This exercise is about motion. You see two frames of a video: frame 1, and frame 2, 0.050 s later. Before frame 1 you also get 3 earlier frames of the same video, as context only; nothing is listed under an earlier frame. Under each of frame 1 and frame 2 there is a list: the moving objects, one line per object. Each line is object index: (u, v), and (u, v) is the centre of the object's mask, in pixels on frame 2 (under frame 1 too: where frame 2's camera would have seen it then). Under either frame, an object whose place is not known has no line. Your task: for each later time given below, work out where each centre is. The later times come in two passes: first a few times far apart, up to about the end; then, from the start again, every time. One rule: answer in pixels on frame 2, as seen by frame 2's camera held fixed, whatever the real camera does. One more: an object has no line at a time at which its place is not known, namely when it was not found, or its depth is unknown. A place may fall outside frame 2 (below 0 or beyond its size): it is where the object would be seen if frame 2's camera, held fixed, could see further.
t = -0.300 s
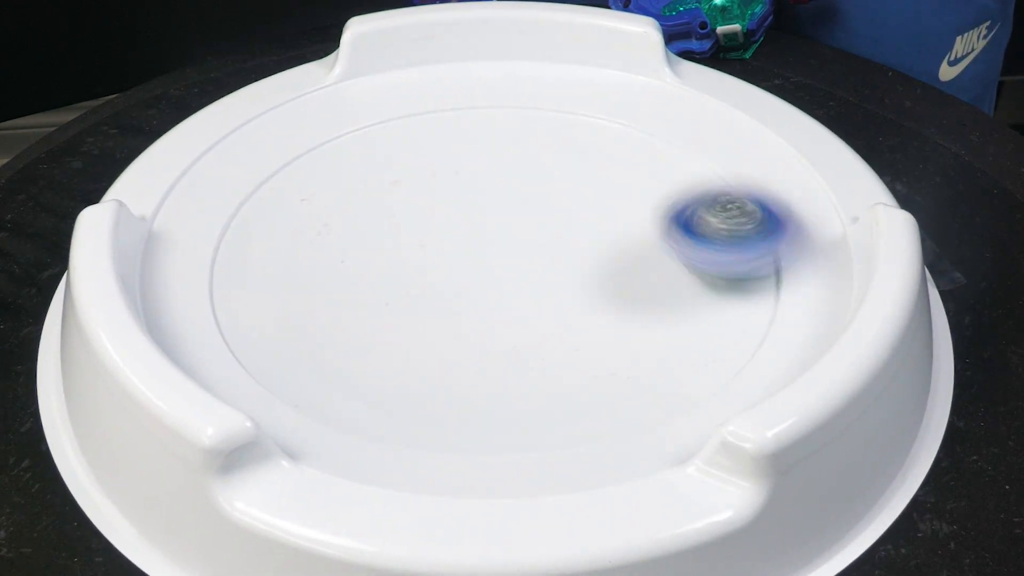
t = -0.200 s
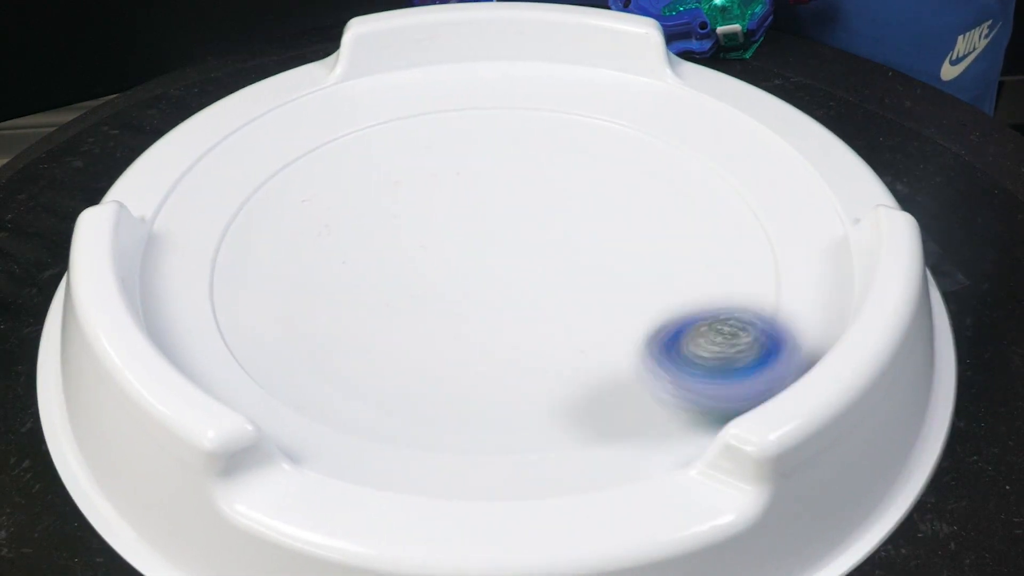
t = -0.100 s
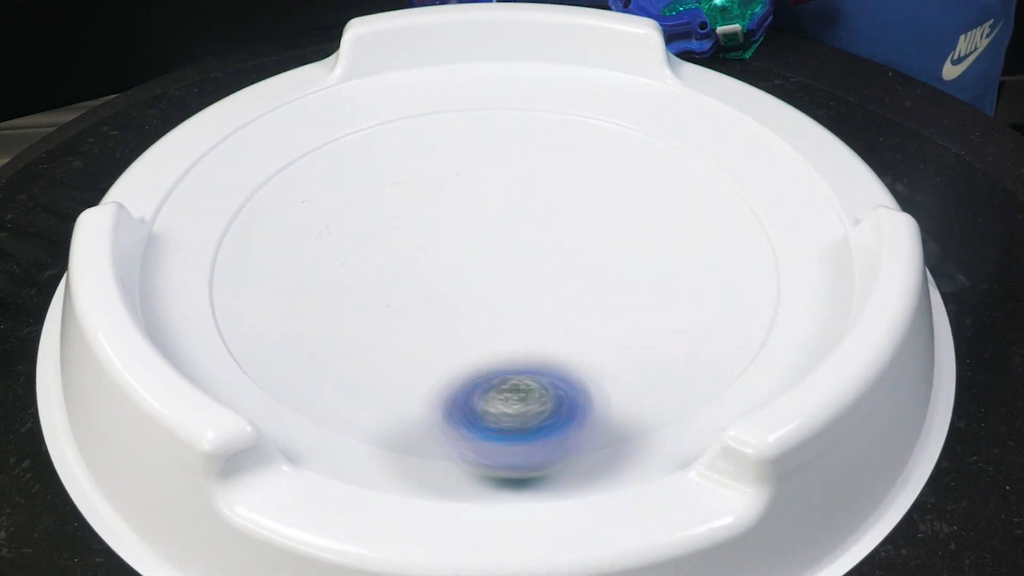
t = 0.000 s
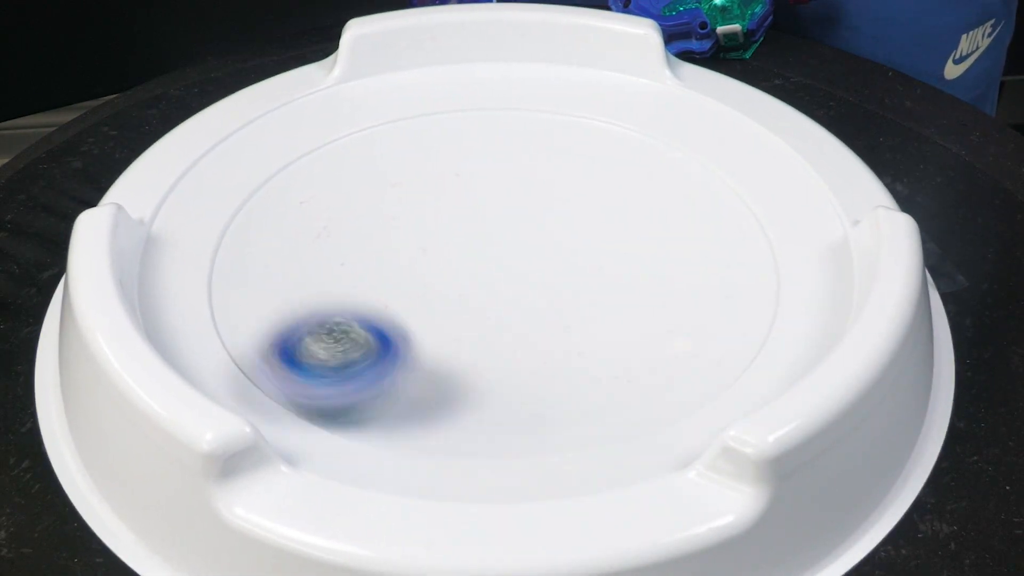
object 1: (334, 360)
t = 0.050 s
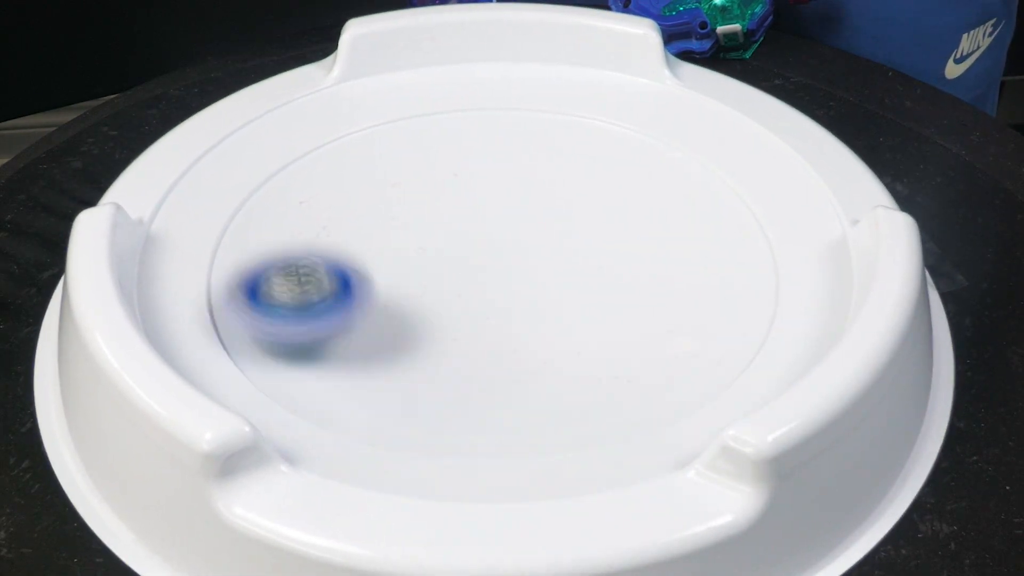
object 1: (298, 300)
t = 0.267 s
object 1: (582, 120)
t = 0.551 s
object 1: (549, 403)
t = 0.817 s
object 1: (390, 142)
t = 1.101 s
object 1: (770, 283)
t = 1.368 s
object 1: (201, 266)
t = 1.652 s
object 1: (628, 103)
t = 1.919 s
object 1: (528, 341)
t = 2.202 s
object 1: (358, 103)
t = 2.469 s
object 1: (659, 218)
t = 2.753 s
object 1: (279, 266)
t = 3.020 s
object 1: (471, 109)
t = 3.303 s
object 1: (537, 353)
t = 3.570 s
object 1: (233, 229)
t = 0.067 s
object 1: (298, 277)
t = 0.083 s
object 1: (301, 256)
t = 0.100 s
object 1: (313, 236)
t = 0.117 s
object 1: (326, 216)
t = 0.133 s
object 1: (346, 199)
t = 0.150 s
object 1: (367, 181)
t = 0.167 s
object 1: (394, 166)
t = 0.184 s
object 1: (420, 153)
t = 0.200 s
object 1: (451, 141)
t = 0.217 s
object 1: (483, 133)
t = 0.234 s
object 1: (516, 126)
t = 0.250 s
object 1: (550, 122)
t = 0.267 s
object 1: (582, 120)
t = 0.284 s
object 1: (615, 120)
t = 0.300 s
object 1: (646, 123)
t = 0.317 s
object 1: (676, 127)
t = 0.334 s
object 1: (704, 135)
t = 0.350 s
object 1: (724, 149)
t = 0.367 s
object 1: (748, 171)
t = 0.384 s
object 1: (760, 194)
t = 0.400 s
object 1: (772, 223)
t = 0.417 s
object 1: (775, 250)
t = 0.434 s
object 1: (766, 283)
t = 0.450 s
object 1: (751, 308)
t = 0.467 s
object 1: (728, 337)
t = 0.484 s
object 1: (701, 359)
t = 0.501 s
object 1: (666, 377)
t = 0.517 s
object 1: (629, 390)
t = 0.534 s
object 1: (588, 399)
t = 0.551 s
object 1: (549, 403)
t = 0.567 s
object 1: (509, 402)
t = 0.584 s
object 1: (469, 397)
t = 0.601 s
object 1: (435, 385)
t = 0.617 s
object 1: (404, 375)
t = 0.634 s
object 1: (376, 358)
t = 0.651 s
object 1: (352, 340)
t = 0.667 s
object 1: (333, 319)
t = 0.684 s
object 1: (321, 298)
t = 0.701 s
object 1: (313, 277)
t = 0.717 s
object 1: (311, 255)
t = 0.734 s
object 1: (314, 234)
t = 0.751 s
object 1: (321, 211)
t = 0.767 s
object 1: (333, 194)
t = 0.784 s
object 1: (348, 176)
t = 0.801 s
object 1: (368, 157)
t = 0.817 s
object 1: (390, 142)
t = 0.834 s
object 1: (413, 128)
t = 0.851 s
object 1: (439, 115)
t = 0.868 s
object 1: (466, 103)
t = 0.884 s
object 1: (494, 95)
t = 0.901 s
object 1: (521, 89)
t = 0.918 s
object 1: (550, 85)
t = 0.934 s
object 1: (581, 86)
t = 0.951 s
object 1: (611, 93)
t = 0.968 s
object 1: (644, 107)
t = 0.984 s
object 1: (676, 120)
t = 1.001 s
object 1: (704, 134)
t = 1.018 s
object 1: (727, 152)
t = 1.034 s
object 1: (749, 176)
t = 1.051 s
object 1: (767, 202)
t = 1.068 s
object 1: (772, 226)
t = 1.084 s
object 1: (776, 257)
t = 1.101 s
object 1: (770, 283)
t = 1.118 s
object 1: (755, 312)
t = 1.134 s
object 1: (733, 338)
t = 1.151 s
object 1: (703, 363)
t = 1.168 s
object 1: (666, 383)
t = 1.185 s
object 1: (617, 402)
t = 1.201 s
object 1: (572, 412)
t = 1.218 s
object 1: (521, 420)
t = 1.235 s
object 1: (468, 420)
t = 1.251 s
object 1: (409, 413)
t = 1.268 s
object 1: (359, 402)
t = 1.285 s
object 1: (313, 383)
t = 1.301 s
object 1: (278, 364)
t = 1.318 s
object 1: (245, 341)
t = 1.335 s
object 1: (222, 317)
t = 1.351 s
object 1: (206, 289)
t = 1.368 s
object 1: (201, 266)
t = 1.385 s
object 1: (202, 242)
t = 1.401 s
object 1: (209, 217)
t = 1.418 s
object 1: (223, 193)
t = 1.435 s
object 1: (240, 171)
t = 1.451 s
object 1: (260, 152)
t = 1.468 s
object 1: (285, 135)
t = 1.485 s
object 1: (312, 119)
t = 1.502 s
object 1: (343, 107)
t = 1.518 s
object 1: (374, 97)
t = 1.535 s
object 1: (406, 90)
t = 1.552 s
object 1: (437, 84)
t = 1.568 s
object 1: (471, 83)
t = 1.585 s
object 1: (505, 82)
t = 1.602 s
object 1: (538, 84)
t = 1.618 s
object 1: (570, 88)
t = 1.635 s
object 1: (602, 94)
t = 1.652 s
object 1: (628, 103)
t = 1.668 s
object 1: (657, 114)
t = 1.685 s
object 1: (678, 124)
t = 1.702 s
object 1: (696, 137)
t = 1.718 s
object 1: (710, 152)
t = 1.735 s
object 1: (723, 169)
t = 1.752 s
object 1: (727, 186)
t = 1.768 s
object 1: (724, 207)
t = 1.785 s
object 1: (719, 228)
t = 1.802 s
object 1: (708, 248)
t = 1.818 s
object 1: (694, 268)
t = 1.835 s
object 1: (672, 288)
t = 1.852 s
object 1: (650, 305)
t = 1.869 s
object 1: (622, 319)
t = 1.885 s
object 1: (593, 330)
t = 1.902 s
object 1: (561, 337)
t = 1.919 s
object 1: (528, 341)
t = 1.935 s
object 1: (494, 341)
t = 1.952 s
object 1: (459, 338)
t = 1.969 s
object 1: (431, 332)
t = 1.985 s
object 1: (401, 321)
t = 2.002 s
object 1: (376, 308)
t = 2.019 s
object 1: (353, 293)
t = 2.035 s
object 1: (334, 276)
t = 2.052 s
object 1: (321, 258)
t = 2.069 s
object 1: (310, 238)
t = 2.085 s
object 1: (304, 218)
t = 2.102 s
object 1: (302, 199)
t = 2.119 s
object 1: (303, 180)
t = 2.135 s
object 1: (307, 162)
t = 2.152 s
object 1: (315, 145)
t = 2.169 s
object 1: (327, 130)
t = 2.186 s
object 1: (341, 117)
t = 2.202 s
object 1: (358, 103)
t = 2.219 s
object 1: (382, 94)
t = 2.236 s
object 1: (407, 93)
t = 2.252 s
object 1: (431, 87)
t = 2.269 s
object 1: (455, 83)
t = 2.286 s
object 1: (482, 83)
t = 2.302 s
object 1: (508, 84)
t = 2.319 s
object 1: (534, 88)
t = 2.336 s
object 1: (558, 95)
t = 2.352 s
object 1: (581, 103)
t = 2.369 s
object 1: (600, 114)
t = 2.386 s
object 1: (617, 126)
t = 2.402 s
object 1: (632, 143)
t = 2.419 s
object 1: (642, 158)
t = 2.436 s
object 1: (655, 179)
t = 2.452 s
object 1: (660, 198)
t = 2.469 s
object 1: (659, 218)
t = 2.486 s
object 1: (654, 238)
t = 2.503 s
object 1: (643, 257)
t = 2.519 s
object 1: (633, 276)
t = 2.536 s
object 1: (616, 293)
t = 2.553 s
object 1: (596, 307)
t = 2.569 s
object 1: (571, 320)
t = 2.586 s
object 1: (544, 331)
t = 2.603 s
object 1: (513, 337)
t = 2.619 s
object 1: (484, 341)
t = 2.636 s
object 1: (453, 341)
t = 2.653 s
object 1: (421, 339)
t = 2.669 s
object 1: (392, 332)
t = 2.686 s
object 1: (363, 324)
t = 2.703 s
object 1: (335, 311)
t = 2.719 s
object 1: (314, 299)
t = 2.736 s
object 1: (293, 283)
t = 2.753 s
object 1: (279, 266)
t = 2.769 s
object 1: (269, 251)
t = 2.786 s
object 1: (259, 233)
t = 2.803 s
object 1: (254, 215)
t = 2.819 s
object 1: (252, 198)
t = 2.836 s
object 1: (257, 181)
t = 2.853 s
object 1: (264, 166)
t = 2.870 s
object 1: (277, 152)
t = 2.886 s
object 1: (291, 138)
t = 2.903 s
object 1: (306, 126)
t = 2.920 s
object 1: (326, 118)
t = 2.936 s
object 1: (349, 111)
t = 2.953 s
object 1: (370, 107)
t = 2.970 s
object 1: (396, 104)
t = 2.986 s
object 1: (420, 103)
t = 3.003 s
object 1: (445, 104)
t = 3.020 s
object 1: (471, 109)
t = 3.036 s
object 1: (492, 114)
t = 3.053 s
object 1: (516, 122)
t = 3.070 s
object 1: (536, 132)
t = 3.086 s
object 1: (560, 145)
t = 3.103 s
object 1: (579, 159)
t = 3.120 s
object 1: (596, 173)
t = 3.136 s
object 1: (609, 190)
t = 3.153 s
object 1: (619, 207)
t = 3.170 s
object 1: (625, 225)
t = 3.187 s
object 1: (628, 243)
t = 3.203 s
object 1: (627, 262)
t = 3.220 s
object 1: (620, 280)
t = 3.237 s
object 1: (612, 298)
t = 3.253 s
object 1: (598, 315)
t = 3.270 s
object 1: (581, 330)
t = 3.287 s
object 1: (560, 343)
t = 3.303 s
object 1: (537, 353)
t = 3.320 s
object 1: (510, 362)
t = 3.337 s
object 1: (481, 367)
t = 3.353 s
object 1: (451, 370)
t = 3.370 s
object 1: (421, 370)
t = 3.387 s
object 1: (393, 367)
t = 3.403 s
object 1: (365, 361)
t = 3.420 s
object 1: (337, 354)
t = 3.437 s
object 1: (307, 345)
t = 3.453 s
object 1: (287, 333)
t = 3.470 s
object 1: (270, 322)
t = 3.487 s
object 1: (252, 307)
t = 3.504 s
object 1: (240, 291)
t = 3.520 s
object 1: (231, 276)
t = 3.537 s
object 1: (228, 260)
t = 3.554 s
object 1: (230, 243)
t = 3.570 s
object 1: (233, 229)
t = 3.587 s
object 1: (242, 213)
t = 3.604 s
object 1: (255, 199)
